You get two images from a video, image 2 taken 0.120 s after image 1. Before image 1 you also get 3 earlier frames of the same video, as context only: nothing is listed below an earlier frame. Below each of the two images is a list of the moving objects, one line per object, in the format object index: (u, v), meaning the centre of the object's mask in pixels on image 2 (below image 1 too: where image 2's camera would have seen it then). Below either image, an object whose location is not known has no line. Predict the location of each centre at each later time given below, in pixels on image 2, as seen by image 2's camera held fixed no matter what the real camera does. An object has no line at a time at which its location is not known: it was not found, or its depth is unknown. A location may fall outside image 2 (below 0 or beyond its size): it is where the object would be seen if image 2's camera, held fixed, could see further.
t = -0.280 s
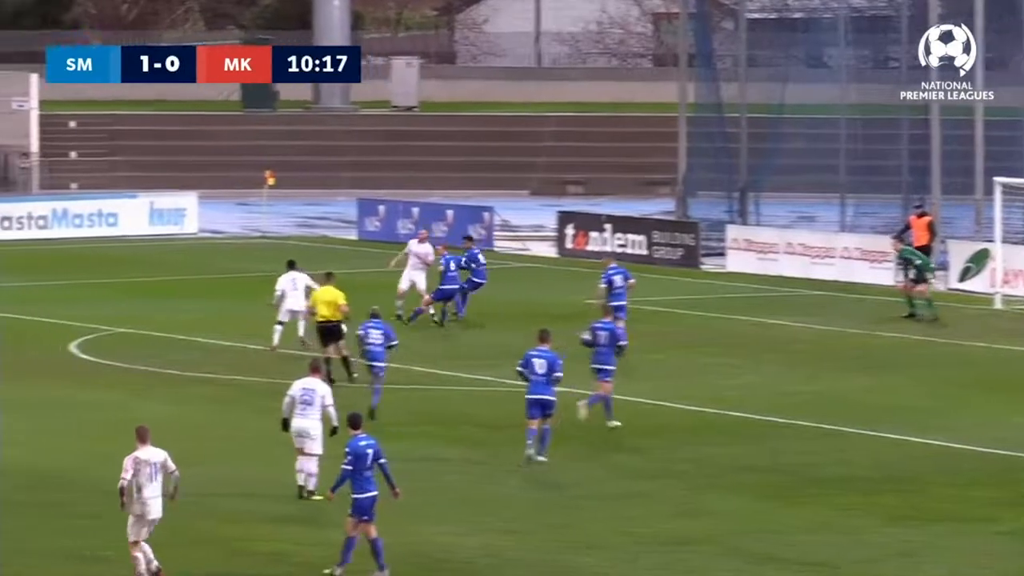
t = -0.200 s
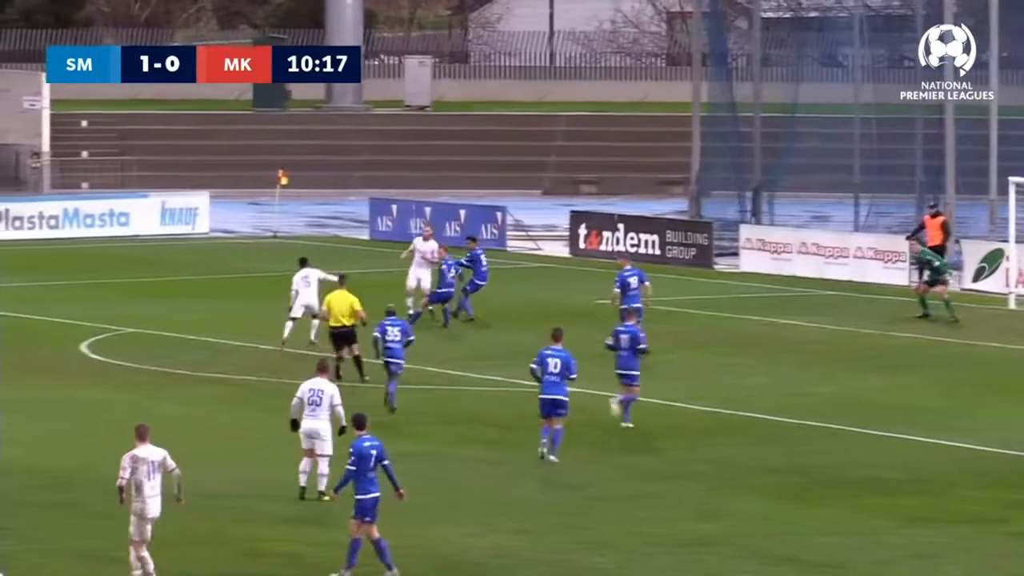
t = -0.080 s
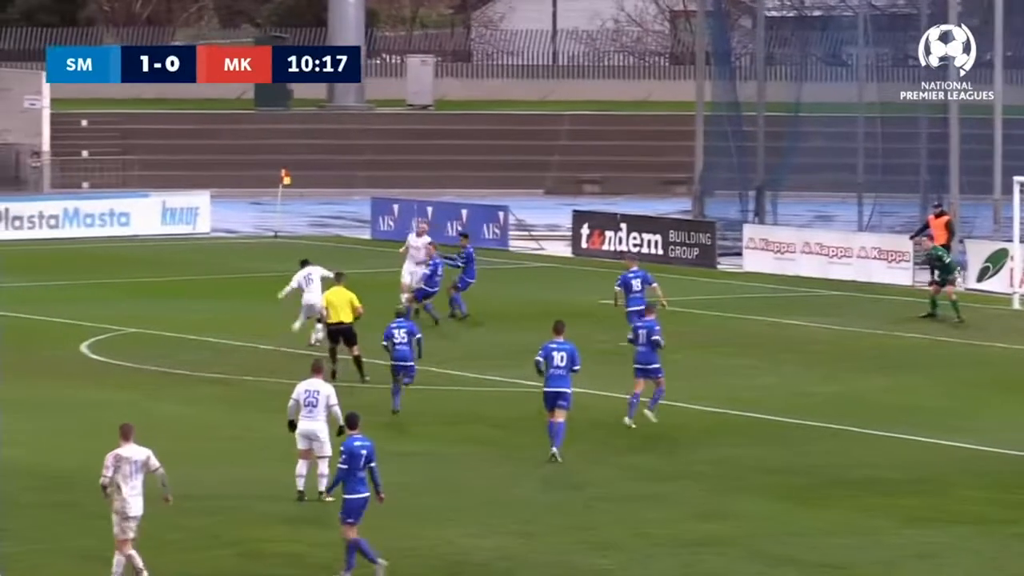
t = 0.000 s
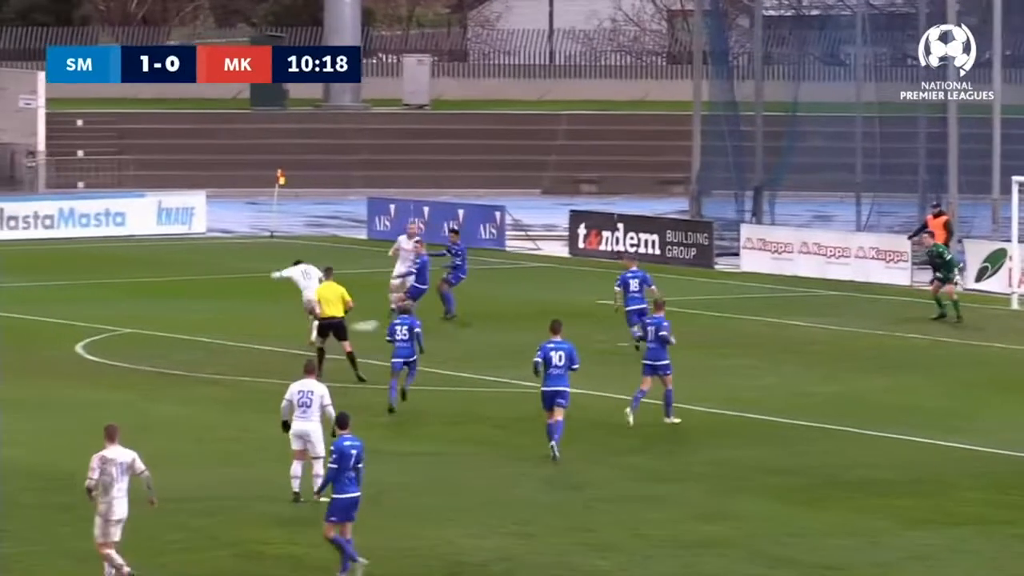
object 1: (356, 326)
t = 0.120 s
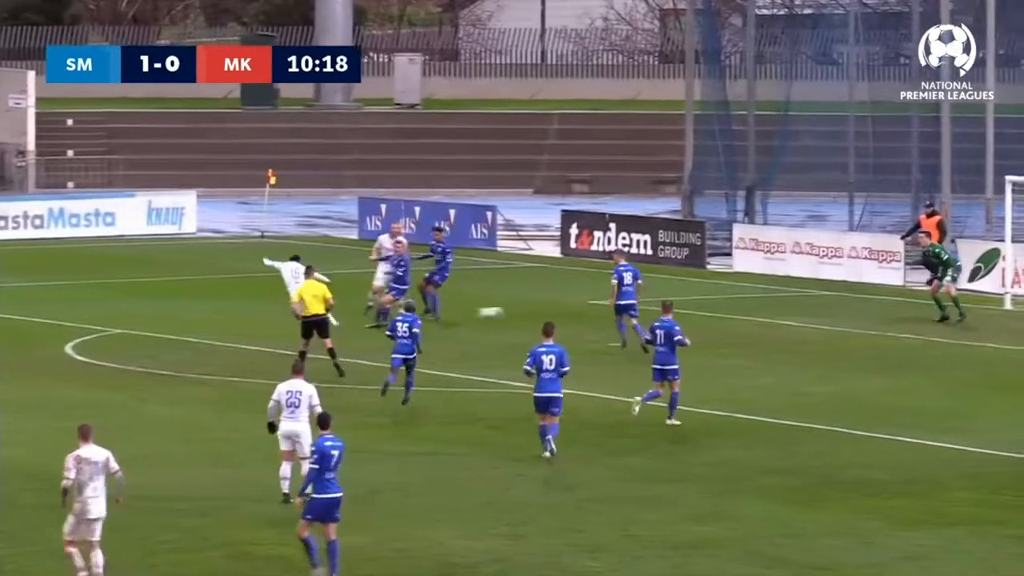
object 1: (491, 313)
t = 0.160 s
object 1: (532, 310)
